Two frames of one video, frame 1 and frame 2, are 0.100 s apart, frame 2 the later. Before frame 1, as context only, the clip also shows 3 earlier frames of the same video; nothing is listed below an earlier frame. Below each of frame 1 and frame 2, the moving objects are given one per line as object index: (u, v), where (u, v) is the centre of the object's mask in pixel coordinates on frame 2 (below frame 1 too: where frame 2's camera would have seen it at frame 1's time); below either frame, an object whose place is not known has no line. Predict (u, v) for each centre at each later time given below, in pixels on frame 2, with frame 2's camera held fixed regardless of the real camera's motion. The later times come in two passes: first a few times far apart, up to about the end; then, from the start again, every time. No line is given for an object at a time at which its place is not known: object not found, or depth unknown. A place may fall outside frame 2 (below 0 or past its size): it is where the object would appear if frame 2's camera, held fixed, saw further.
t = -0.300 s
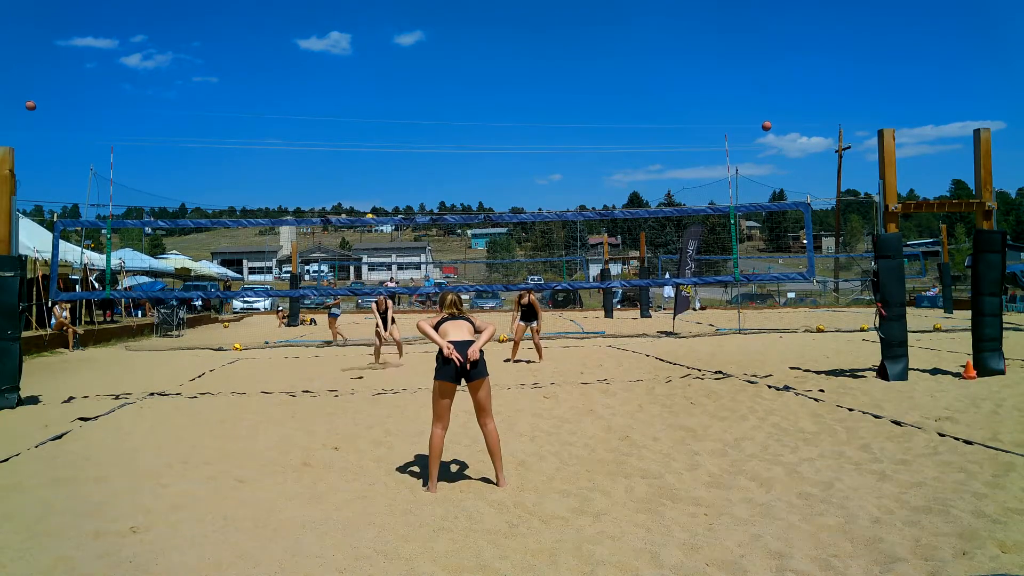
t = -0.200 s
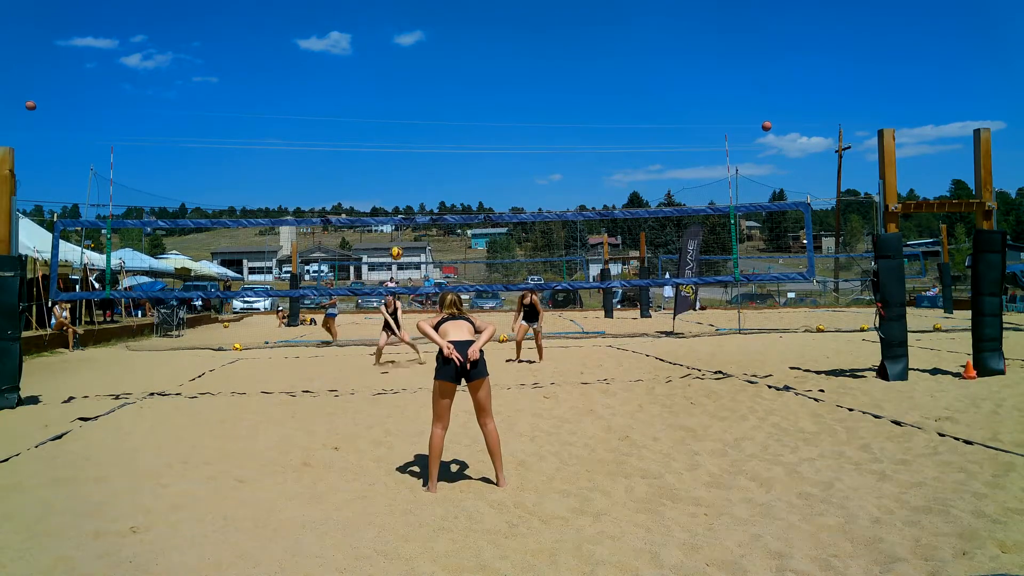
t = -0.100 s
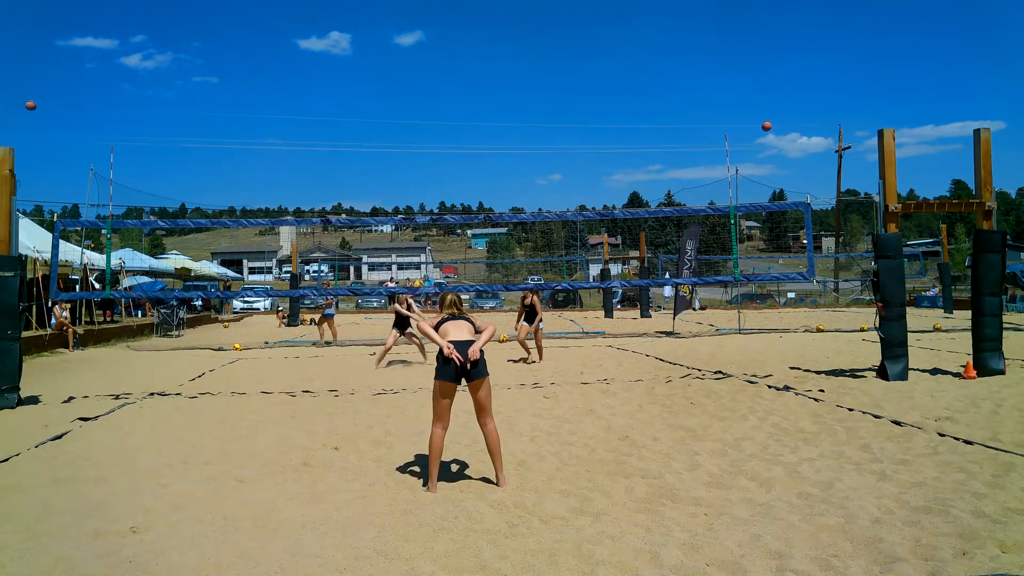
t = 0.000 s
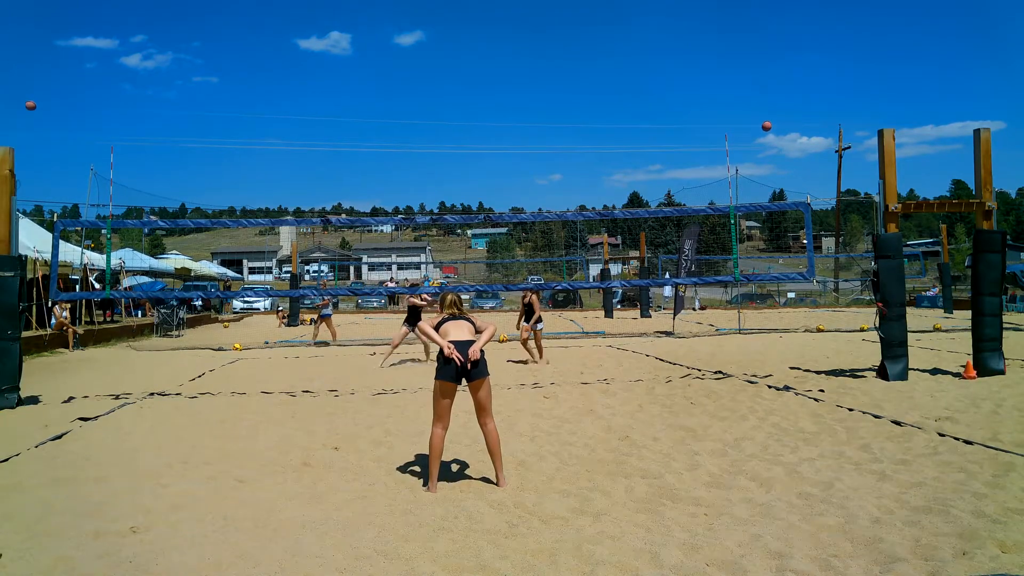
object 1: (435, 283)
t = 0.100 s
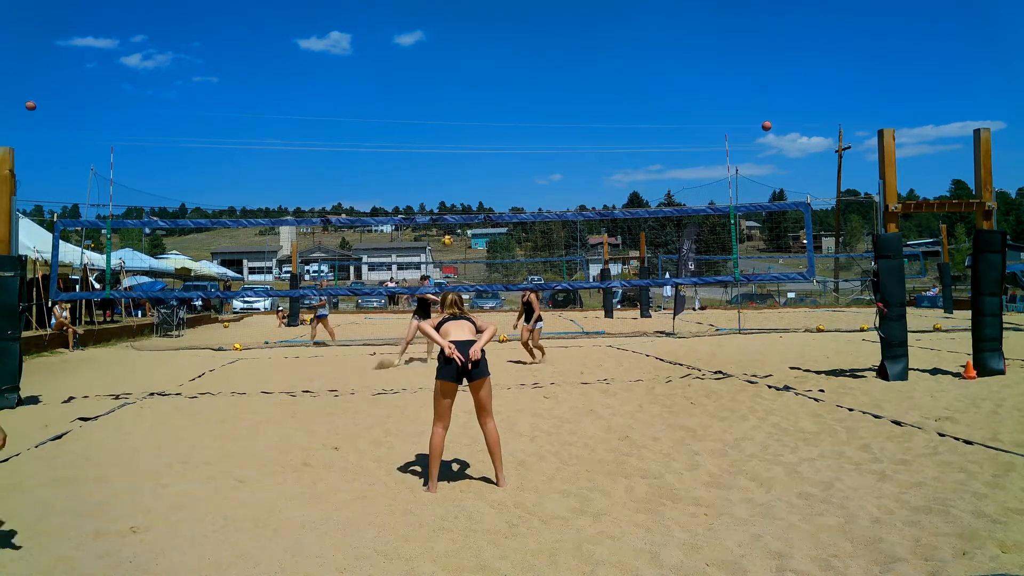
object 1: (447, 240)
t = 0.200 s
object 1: (460, 202)
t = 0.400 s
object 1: (486, 138)
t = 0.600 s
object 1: (513, 95)
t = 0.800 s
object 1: (542, 74)
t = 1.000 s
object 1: (572, 75)
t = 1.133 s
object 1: (593, 89)
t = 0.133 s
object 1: (451, 229)
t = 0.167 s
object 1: (455, 212)
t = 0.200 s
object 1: (460, 202)
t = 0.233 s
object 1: (464, 190)
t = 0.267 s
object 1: (468, 178)
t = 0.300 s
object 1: (473, 167)
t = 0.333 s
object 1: (477, 157)
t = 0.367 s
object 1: (481, 147)
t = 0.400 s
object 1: (486, 138)
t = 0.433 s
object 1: (490, 129)
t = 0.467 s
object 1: (494, 121)
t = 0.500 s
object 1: (499, 114)
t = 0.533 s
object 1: (504, 107)
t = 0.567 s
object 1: (508, 101)
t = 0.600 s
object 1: (513, 95)
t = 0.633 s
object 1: (517, 90)
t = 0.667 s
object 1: (522, 86)
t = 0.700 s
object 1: (527, 82)
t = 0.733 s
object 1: (532, 79)
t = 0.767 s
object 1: (537, 76)
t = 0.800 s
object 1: (542, 74)
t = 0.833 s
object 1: (546, 72)
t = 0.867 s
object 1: (552, 72)
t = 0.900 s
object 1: (556, 72)
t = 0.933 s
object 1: (562, 72)
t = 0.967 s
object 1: (567, 74)
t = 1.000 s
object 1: (572, 75)
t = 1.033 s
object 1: (577, 78)
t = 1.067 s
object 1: (582, 81)
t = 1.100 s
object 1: (588, 85)
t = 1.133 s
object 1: (593, 89)
